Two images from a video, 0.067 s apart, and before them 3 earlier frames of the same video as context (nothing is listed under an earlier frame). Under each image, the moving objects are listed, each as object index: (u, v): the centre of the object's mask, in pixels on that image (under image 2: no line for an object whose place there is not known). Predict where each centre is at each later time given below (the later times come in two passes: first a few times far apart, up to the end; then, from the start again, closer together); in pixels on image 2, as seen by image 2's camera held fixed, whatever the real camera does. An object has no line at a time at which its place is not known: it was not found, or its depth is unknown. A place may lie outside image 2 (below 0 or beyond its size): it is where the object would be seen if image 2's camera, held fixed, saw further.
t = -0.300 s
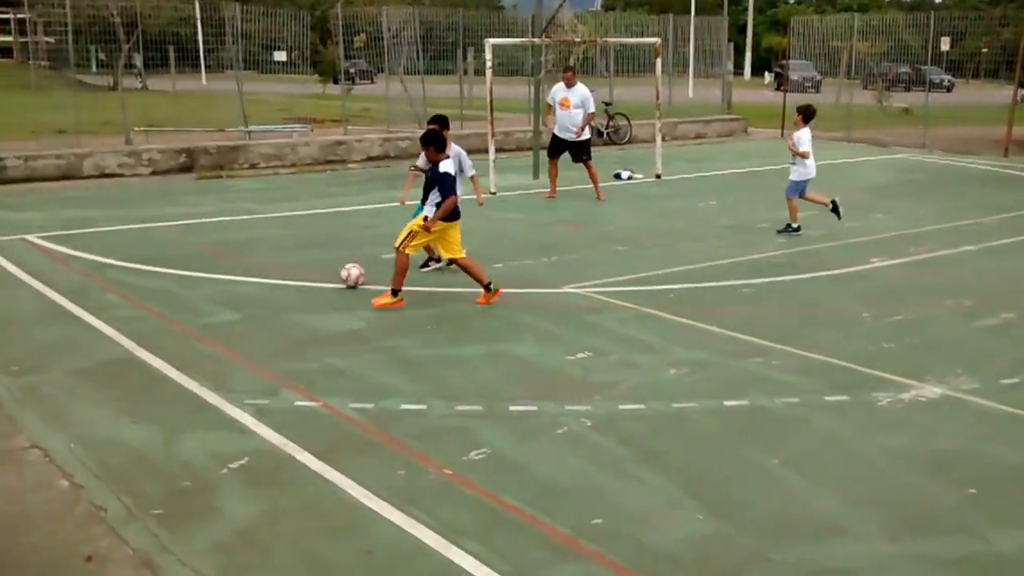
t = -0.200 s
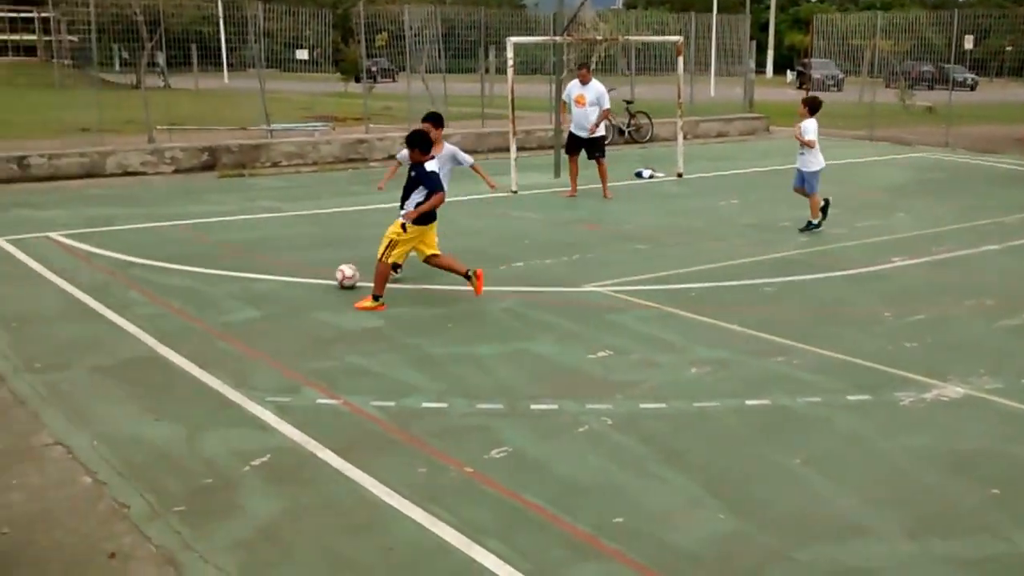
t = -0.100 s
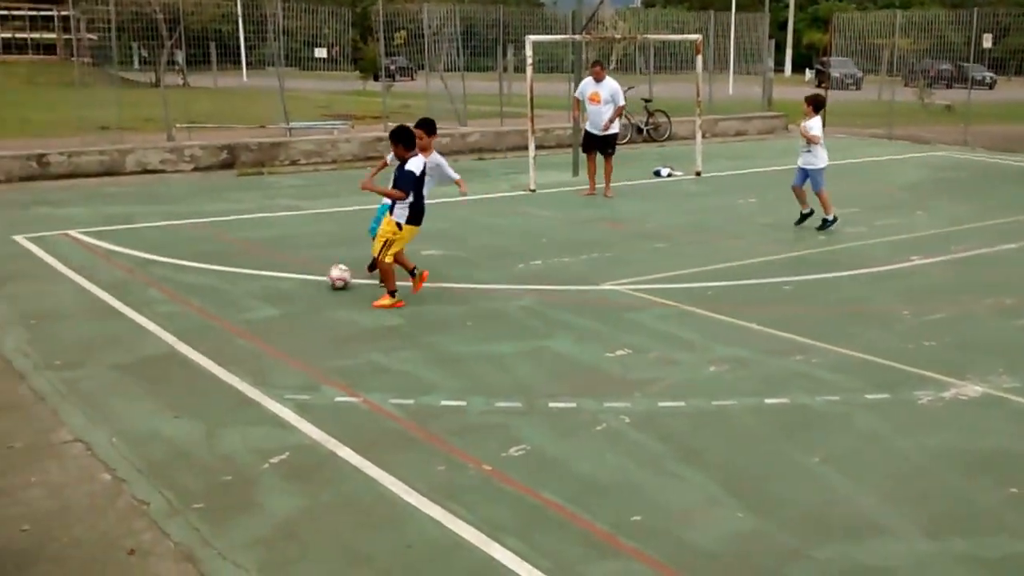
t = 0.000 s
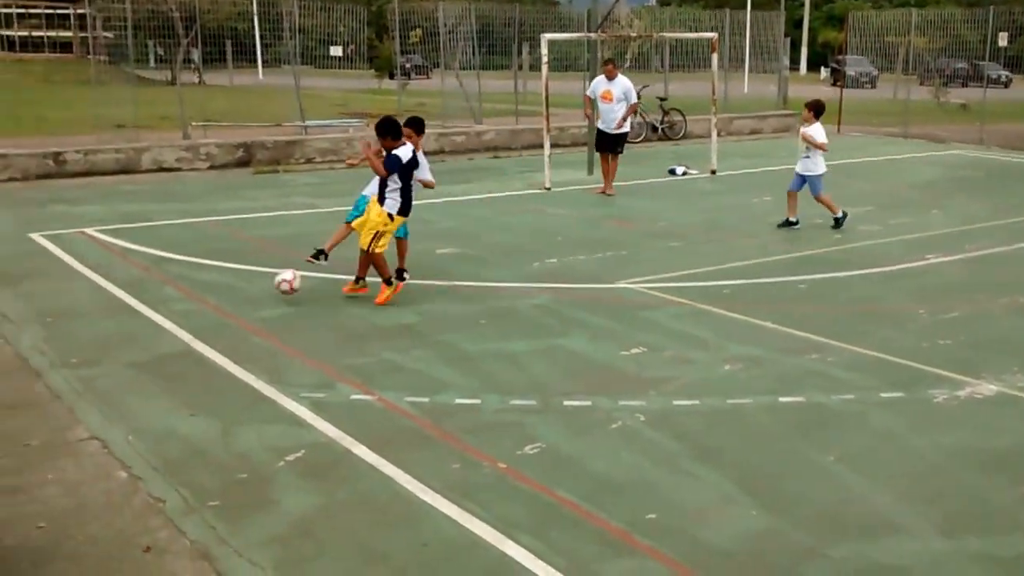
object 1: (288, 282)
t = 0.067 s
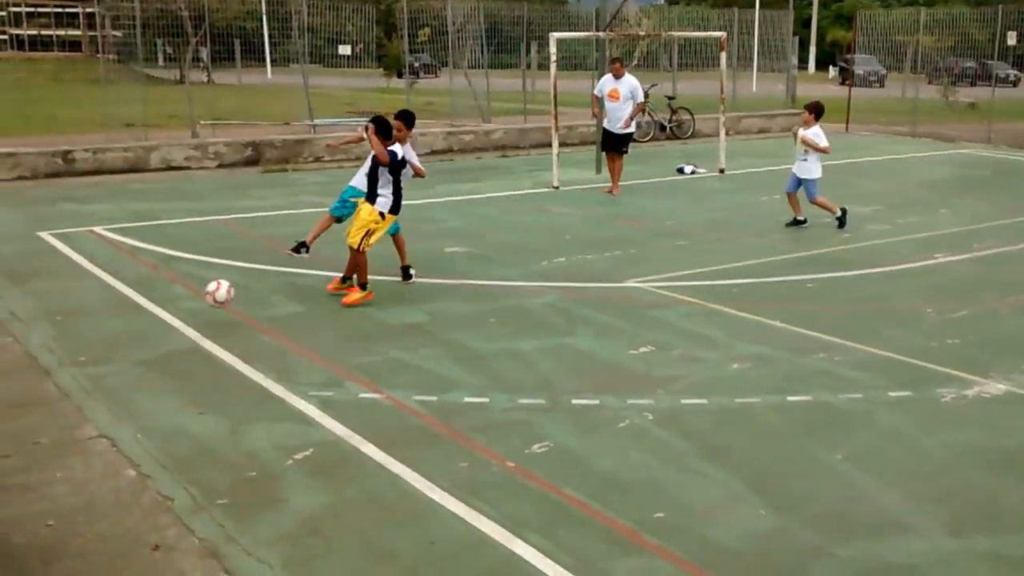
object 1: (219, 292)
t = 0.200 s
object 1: (9, 352)
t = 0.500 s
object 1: (158, 385)
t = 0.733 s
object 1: (319, 374)
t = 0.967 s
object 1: (459, 364)
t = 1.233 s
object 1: (604, 354)
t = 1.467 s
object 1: (720, 346)
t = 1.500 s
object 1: (735, 344)
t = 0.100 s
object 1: (174, 303)
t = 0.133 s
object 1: (125, 316)
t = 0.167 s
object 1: (70, 331)
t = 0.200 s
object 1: (9, 352)
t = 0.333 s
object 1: (14, 396)
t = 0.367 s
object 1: (49, 398)
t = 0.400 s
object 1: (77, 391)
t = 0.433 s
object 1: (105, 388)
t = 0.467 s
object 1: (132, 385)
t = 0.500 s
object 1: (158, 385)
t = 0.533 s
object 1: (185, 386)
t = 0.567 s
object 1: (209, 383)
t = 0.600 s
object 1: (230, 381)
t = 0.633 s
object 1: (254, 378)
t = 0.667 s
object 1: (276, 378)
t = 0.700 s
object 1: (298, 376)
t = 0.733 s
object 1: (319, 374)
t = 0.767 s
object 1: (340, 372)
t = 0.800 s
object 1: (361, 372)
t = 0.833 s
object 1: (381, 368)
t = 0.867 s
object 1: (401, 367)
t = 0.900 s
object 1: (420, 367)
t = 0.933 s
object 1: (441, 365)
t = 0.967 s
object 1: (459, 364)
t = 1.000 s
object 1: (478, 362)
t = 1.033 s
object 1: (497, 361)
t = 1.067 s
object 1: (516, 360)
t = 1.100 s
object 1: (534, 358)
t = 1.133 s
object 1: (552, 357)
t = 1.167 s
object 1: (570, 355)
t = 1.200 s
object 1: (587, 355)
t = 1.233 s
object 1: (604, 354)
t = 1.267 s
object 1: (622, 352)
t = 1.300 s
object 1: (639, 351)
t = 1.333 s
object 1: (655, 350)
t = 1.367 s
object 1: (672, 349)
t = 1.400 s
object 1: (688, 348)
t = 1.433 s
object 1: (704, 346)
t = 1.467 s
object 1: (720, 346)
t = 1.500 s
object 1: (735, 344)
